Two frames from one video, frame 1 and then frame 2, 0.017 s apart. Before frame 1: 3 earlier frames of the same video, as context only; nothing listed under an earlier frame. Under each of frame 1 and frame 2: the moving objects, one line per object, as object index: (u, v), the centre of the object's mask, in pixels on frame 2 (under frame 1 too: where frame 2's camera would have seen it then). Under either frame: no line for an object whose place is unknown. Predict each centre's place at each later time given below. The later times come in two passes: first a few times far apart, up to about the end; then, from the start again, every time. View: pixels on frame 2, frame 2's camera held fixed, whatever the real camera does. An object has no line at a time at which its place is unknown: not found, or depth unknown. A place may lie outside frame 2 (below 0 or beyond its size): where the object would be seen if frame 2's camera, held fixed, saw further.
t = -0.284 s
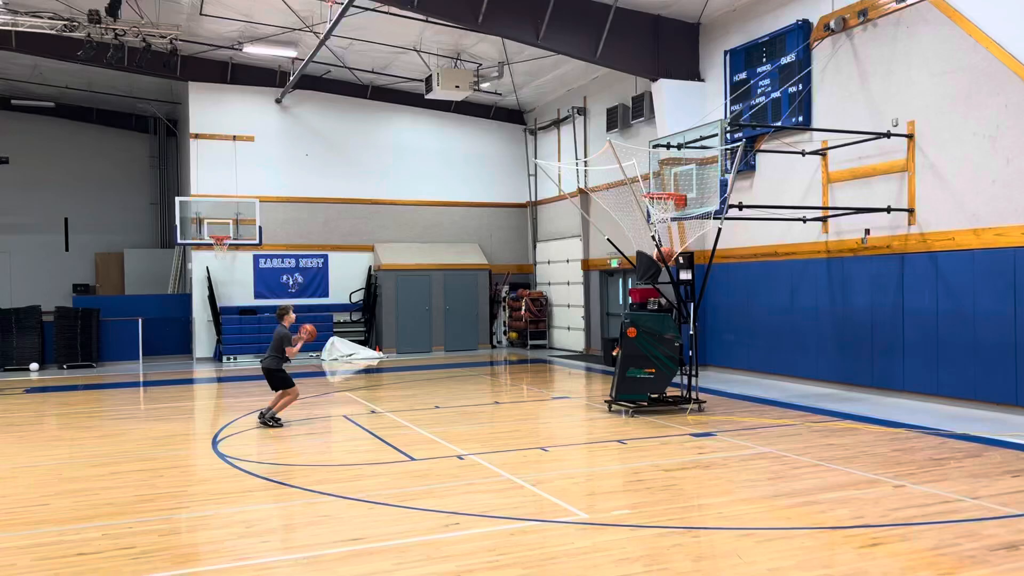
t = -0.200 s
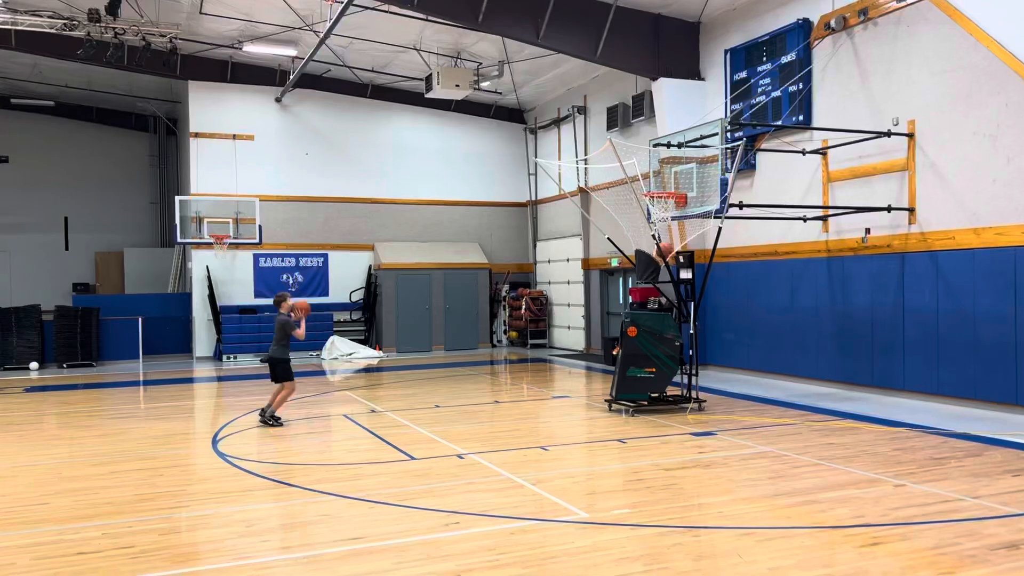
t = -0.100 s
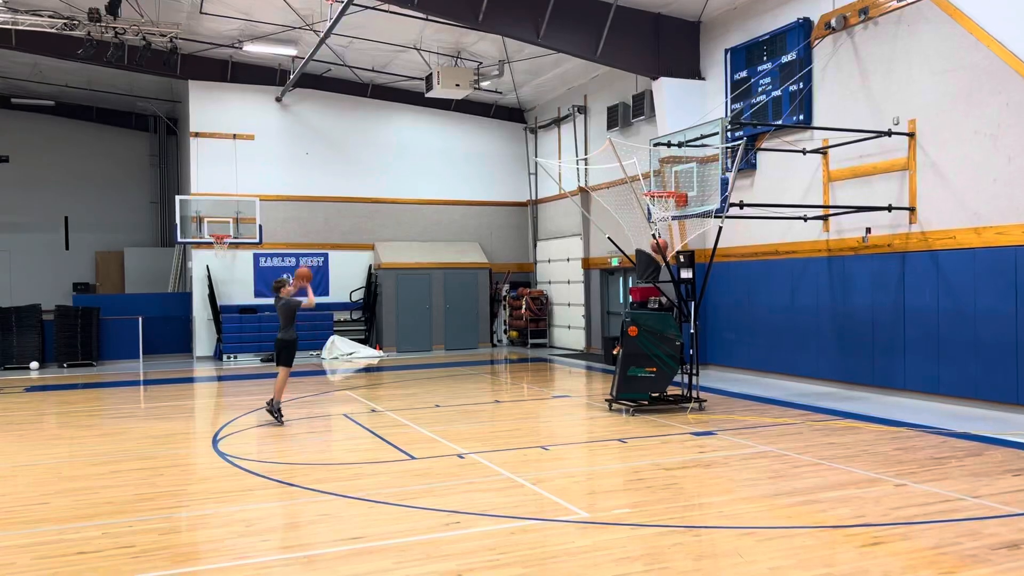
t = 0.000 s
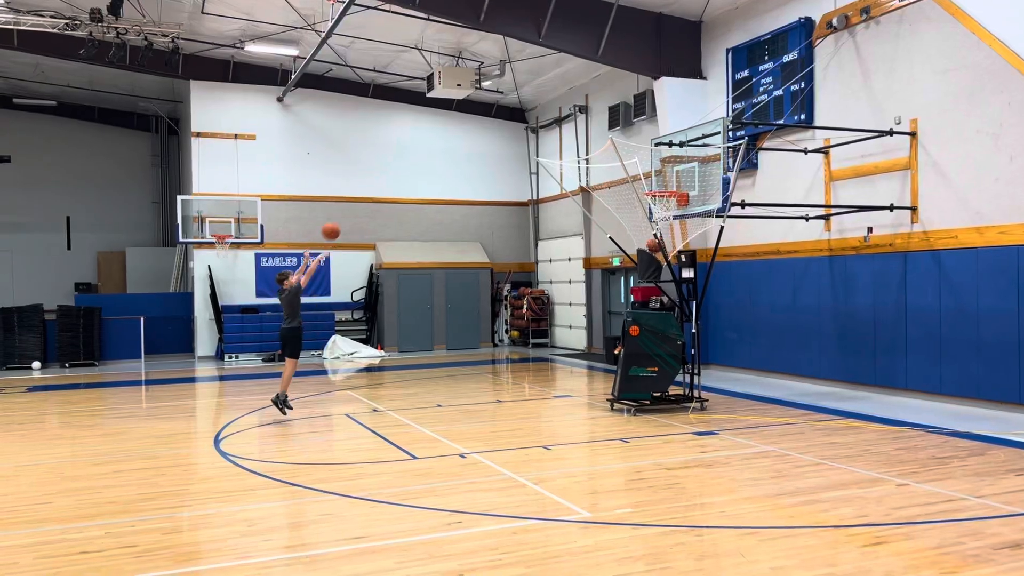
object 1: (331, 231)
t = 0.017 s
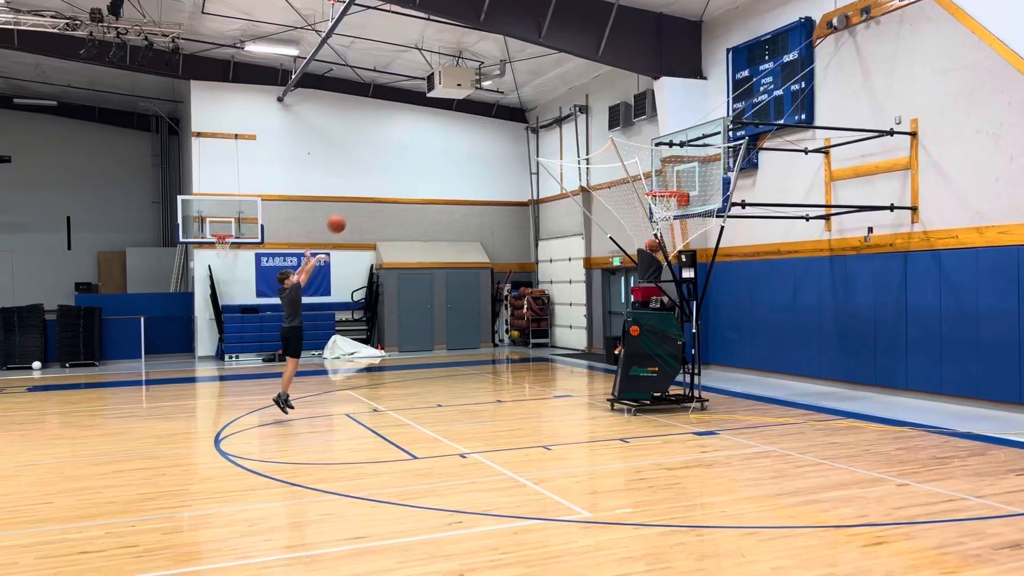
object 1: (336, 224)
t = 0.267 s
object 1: (418, 145)
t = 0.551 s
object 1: (507, 111)
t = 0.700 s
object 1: (553, 115)
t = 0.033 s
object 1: (342, 217)
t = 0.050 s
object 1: (347, 211)
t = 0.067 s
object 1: (353, 205)
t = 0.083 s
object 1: (358, 198)
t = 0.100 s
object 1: (364, 192)
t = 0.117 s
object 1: (370, 186)
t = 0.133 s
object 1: (375, 181)
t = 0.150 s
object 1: (380, 176)
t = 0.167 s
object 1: (386, 170)
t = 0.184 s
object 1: (391, 166)
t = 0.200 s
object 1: (397, 161)
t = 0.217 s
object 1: (402, 157)
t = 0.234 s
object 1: (407, 153)
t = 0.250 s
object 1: (413, 148)
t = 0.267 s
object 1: (418, 145)
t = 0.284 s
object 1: (424, 141)
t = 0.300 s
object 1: (429, 138)
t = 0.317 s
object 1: (434, 135)
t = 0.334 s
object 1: (439, 132)
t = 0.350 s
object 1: (445, 129)
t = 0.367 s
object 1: (450, 126)
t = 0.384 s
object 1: (455, 124)
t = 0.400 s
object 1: (460, 122)
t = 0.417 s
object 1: (466, 120)
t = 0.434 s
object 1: (471, 118)
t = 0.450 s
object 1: (476, 116)
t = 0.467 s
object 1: (481, 114)
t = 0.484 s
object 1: (486, 114)
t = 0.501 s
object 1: (492, 112)
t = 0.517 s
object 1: (497, 111)
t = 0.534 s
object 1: (502, 111)
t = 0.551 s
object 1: (507, 111)
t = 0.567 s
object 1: (512, 111)
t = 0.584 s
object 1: (517, 110)
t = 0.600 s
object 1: (522, 111)
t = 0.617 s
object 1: (527, 111)
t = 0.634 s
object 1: (533, 112)
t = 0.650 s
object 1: (538, 112)
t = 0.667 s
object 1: (543, 112)
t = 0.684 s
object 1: (548, 113)
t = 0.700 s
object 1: (553, 115)
